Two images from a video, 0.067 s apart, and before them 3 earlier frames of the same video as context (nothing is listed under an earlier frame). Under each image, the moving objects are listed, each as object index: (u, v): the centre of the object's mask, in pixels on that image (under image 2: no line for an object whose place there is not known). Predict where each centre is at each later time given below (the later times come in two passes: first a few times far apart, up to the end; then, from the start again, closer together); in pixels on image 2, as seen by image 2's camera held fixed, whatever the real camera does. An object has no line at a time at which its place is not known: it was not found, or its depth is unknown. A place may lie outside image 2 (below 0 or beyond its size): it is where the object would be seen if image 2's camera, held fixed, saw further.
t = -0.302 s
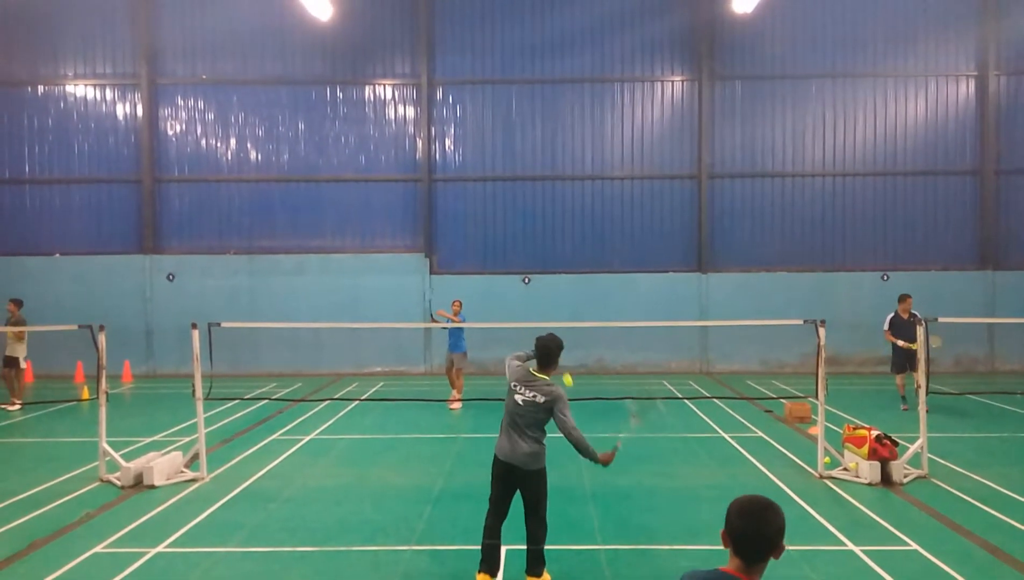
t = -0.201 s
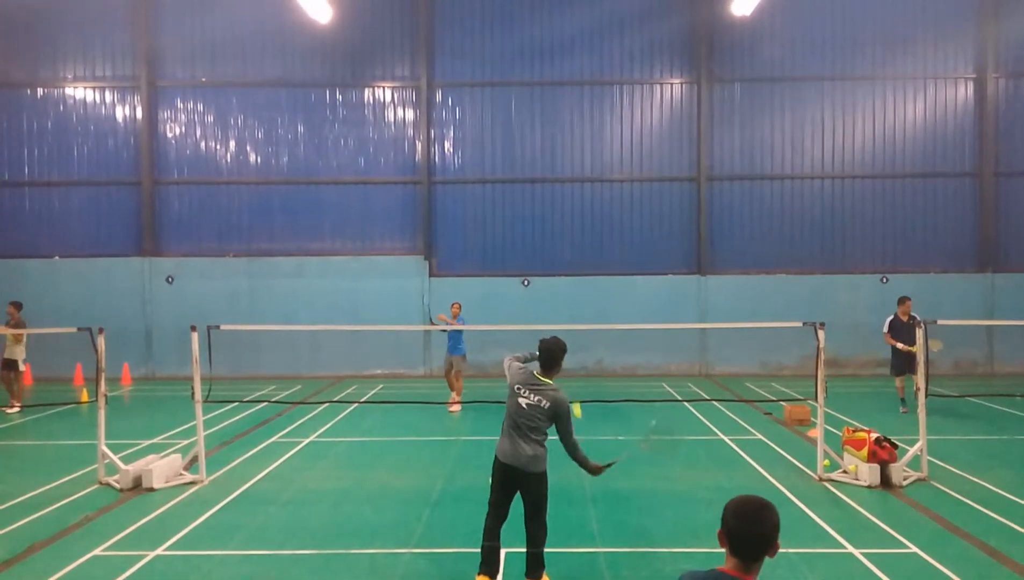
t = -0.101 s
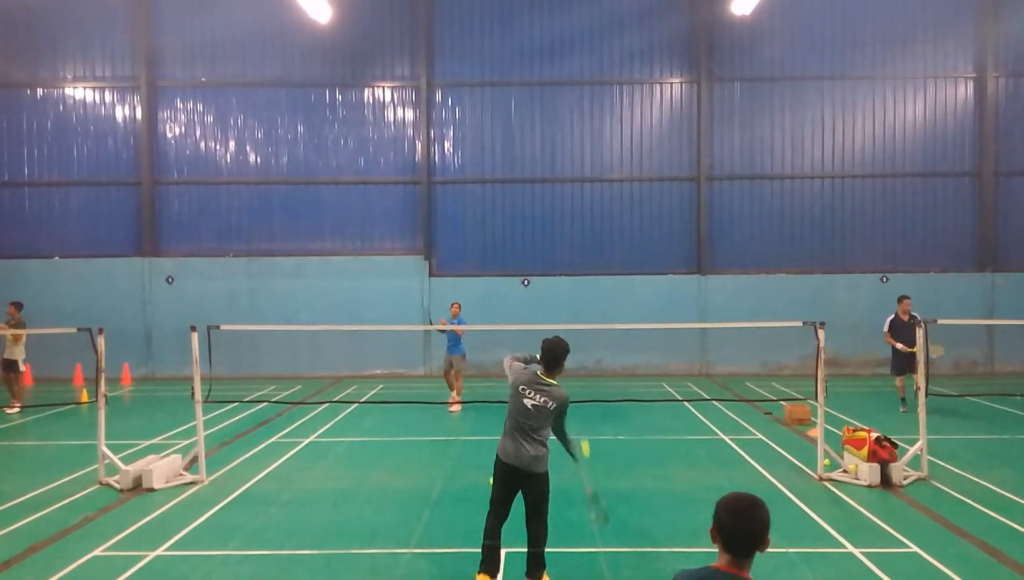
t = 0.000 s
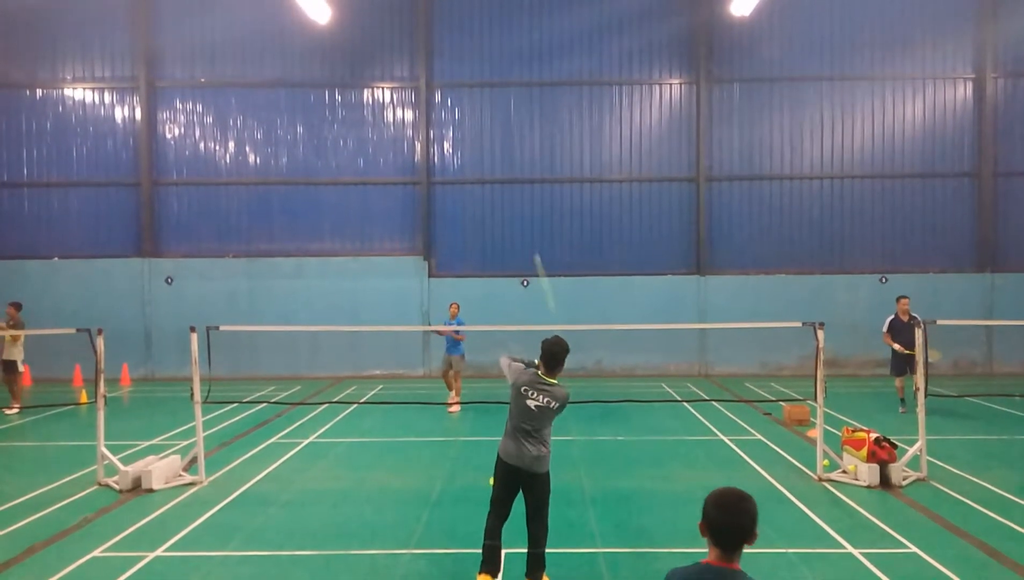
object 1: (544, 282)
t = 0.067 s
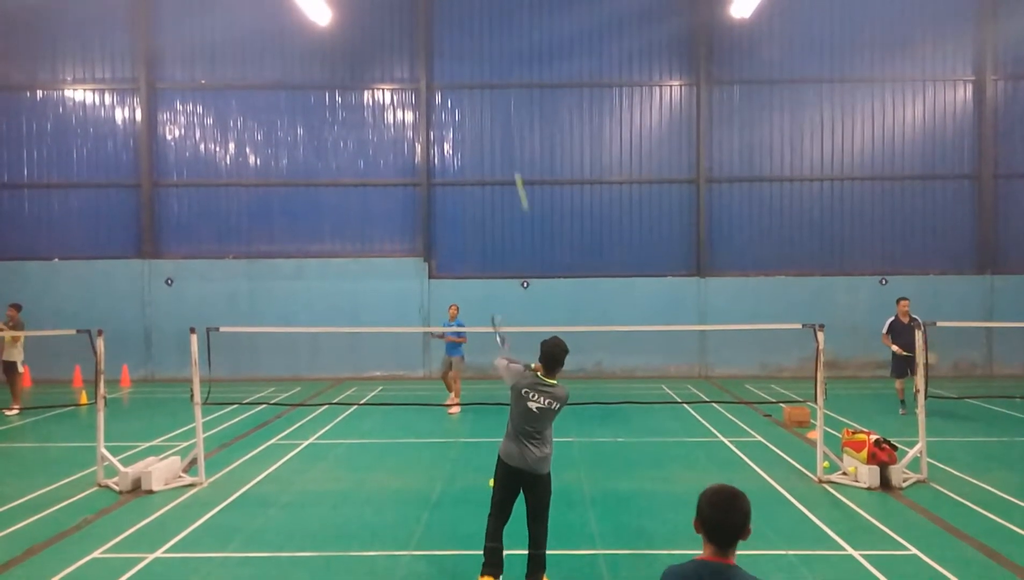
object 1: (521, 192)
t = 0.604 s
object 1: (463, 33)
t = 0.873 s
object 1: (454, 64)
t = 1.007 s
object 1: (452, 92)
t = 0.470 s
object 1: (470, 35)
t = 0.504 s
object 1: (468, 33)
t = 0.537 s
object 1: (466, 32)
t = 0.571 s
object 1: (465, 32)
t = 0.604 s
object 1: (463, 33)
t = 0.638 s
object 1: (461, 35)
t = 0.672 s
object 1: (460, 37)
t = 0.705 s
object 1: (459, 40)
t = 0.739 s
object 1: (458, 44)
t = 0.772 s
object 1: (457, 48)
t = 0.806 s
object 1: (456, 53)
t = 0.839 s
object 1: (455, 58)
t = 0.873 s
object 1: (454, 64)
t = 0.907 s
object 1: (454, 70)
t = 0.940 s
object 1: (454, 77)
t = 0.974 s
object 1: (453, 84)
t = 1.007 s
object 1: (452, 92)
